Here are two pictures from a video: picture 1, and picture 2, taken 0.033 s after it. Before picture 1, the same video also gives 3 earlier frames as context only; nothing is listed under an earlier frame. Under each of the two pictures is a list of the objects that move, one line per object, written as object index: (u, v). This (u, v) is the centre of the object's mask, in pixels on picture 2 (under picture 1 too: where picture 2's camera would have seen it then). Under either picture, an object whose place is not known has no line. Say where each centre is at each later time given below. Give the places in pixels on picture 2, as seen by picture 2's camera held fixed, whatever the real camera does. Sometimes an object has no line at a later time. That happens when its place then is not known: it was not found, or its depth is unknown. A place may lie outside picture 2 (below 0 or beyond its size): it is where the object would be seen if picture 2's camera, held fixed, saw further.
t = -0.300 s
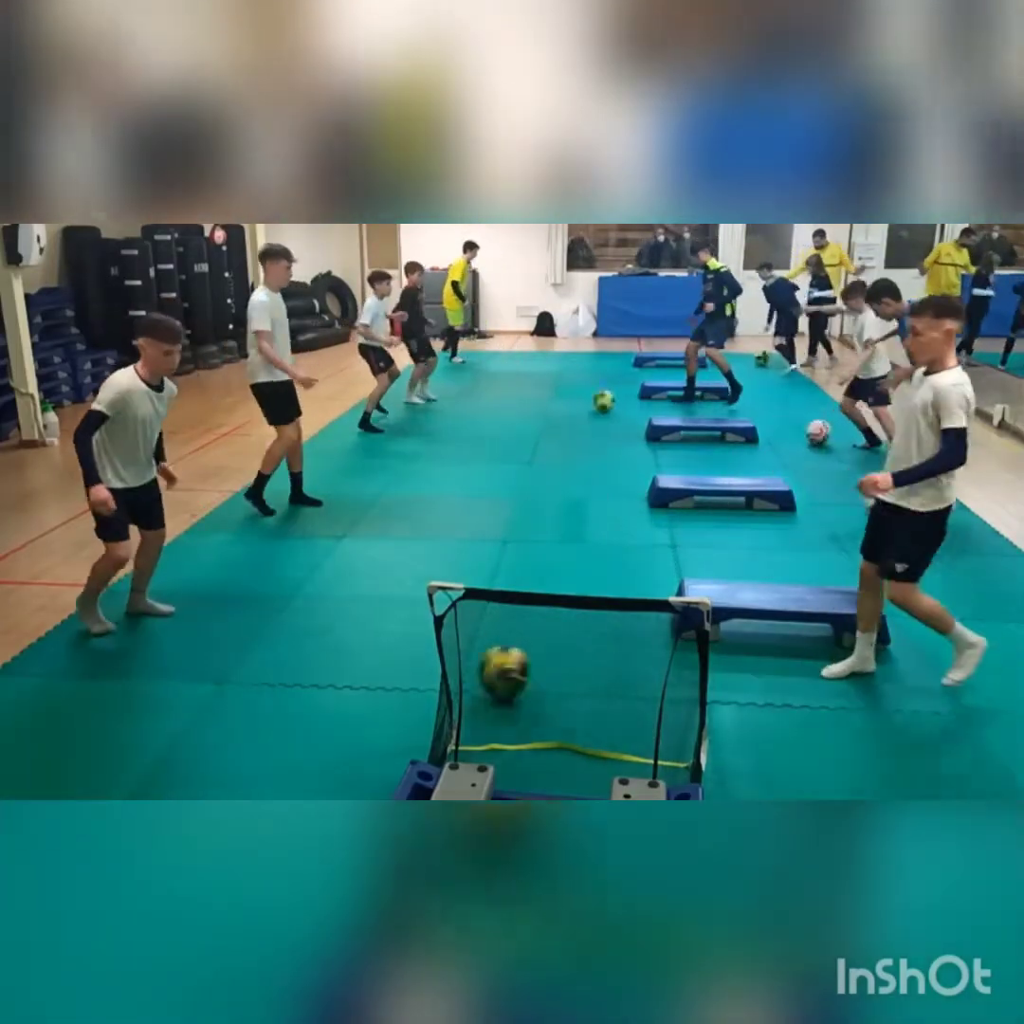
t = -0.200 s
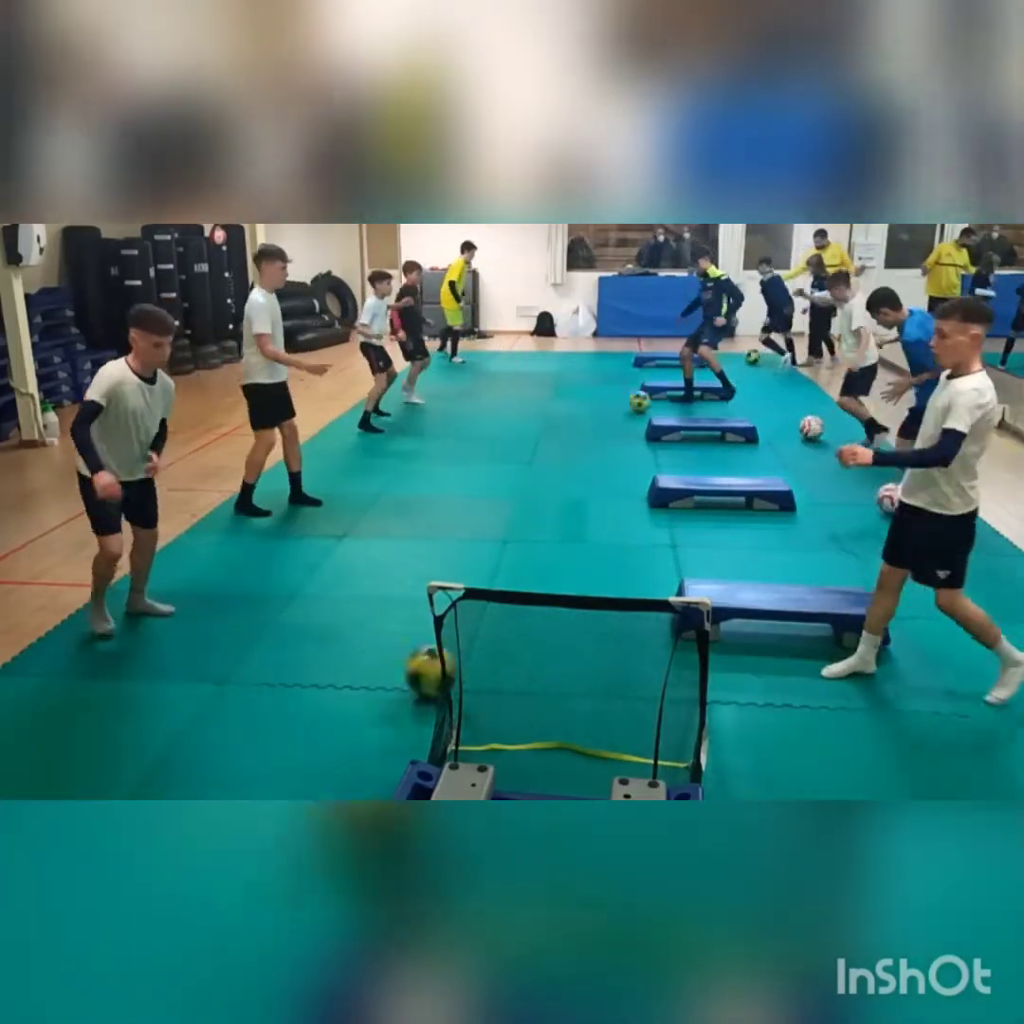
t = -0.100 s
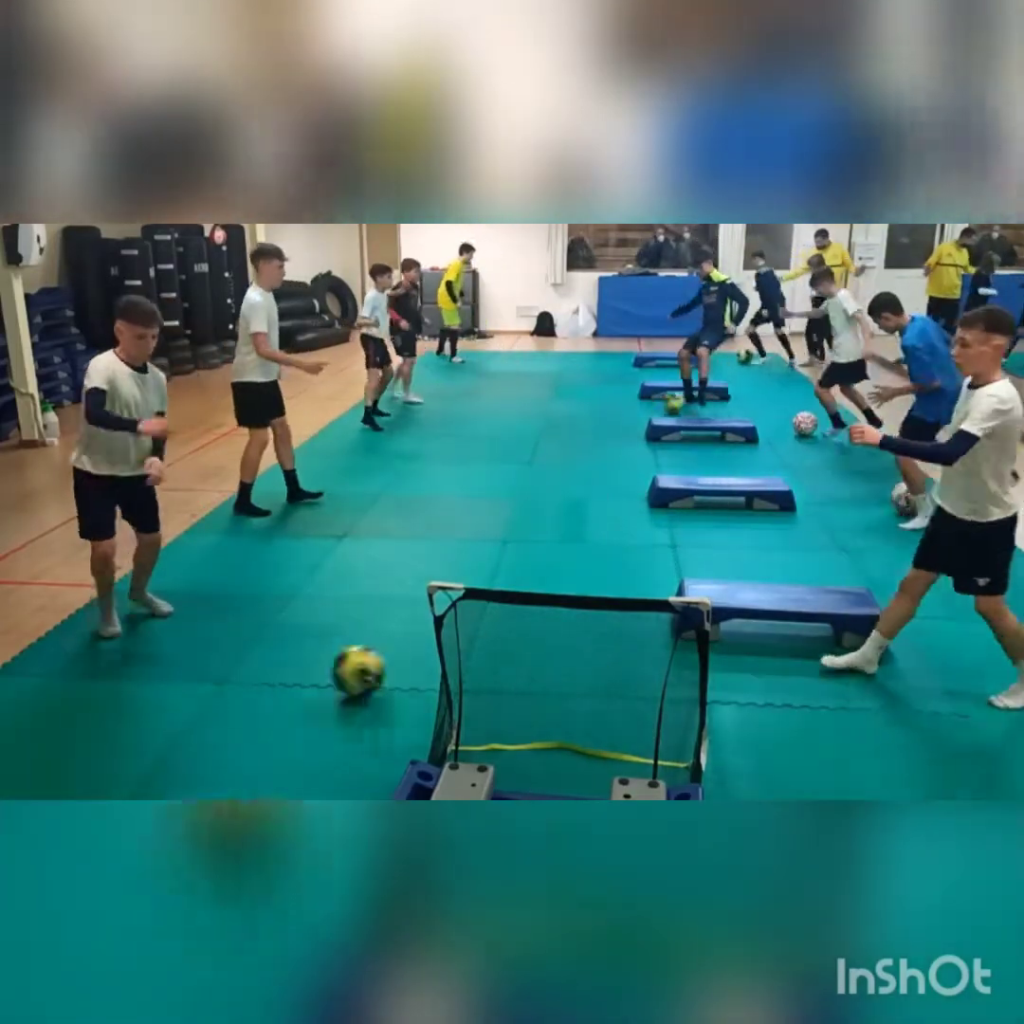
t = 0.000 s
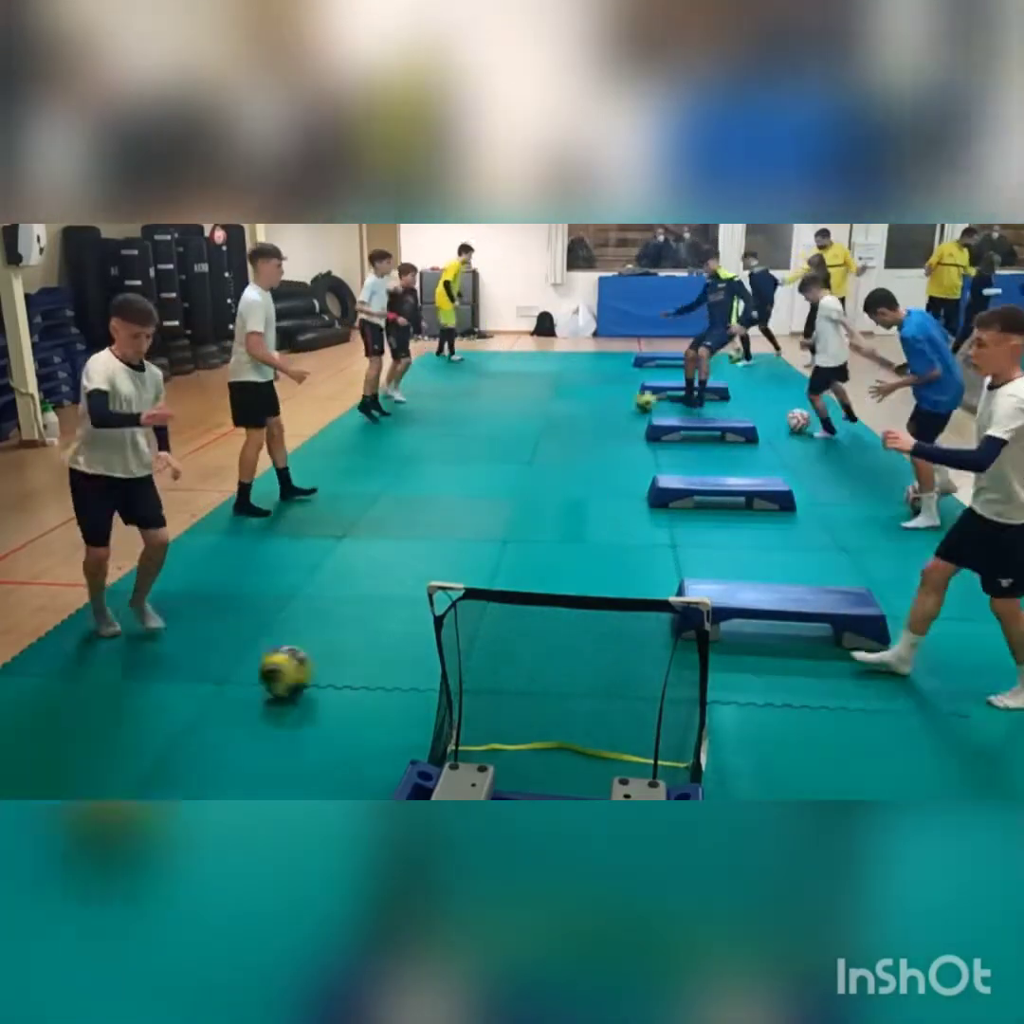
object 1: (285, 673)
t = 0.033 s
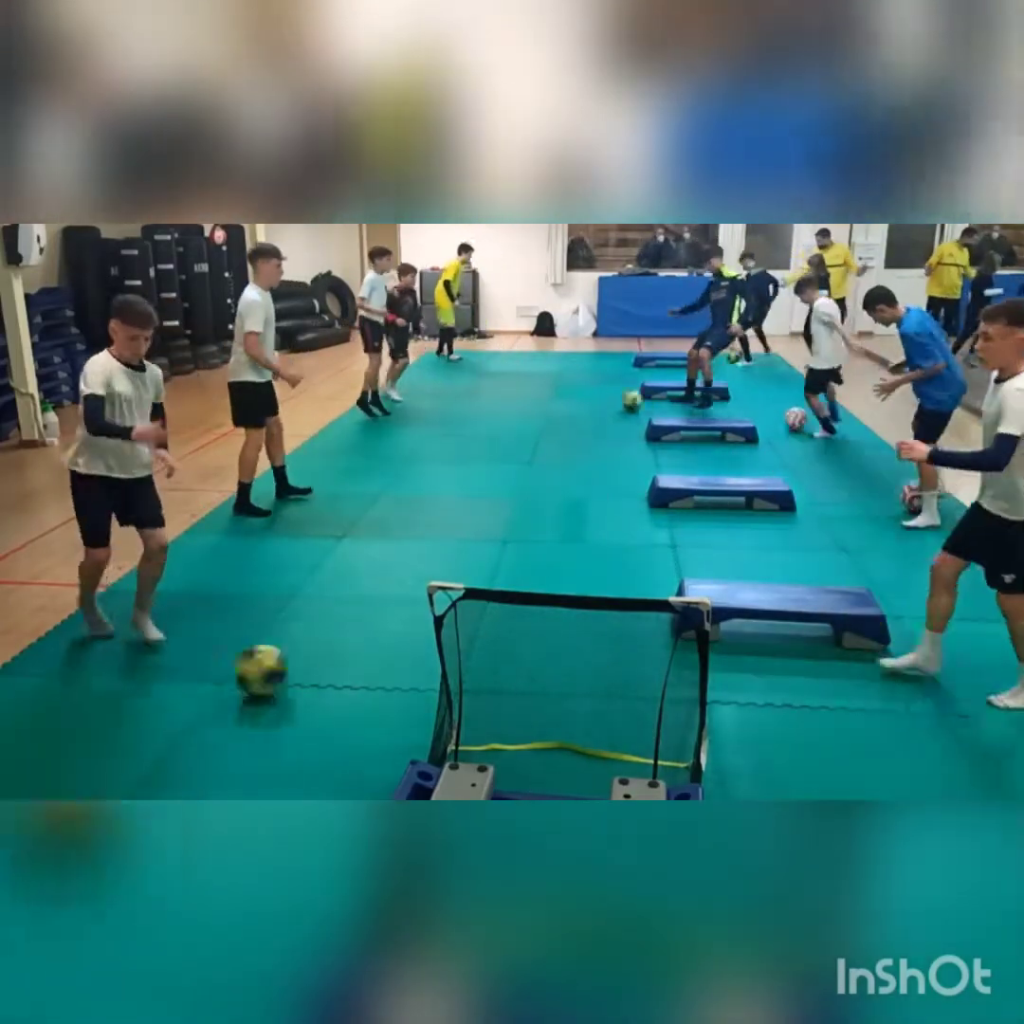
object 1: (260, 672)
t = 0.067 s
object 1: (236, 673)
